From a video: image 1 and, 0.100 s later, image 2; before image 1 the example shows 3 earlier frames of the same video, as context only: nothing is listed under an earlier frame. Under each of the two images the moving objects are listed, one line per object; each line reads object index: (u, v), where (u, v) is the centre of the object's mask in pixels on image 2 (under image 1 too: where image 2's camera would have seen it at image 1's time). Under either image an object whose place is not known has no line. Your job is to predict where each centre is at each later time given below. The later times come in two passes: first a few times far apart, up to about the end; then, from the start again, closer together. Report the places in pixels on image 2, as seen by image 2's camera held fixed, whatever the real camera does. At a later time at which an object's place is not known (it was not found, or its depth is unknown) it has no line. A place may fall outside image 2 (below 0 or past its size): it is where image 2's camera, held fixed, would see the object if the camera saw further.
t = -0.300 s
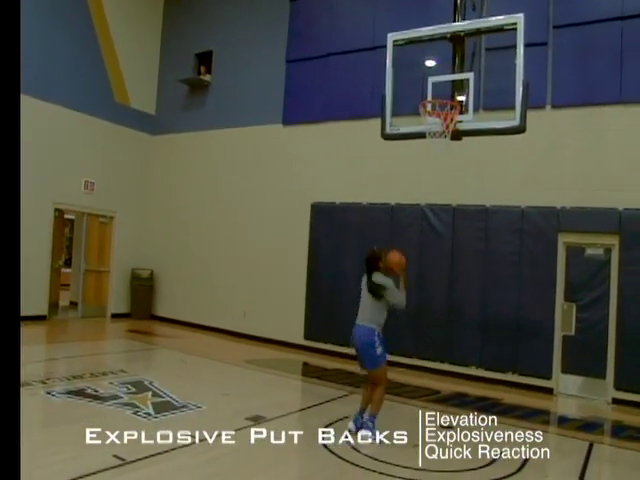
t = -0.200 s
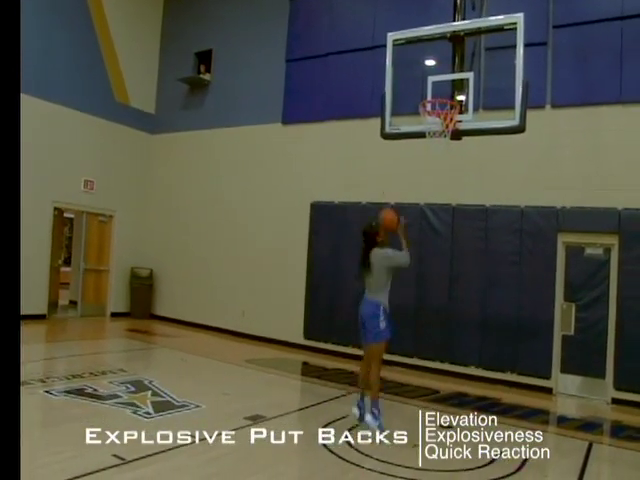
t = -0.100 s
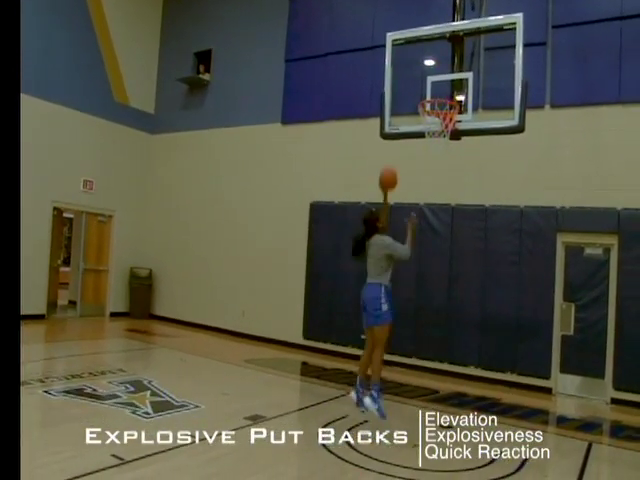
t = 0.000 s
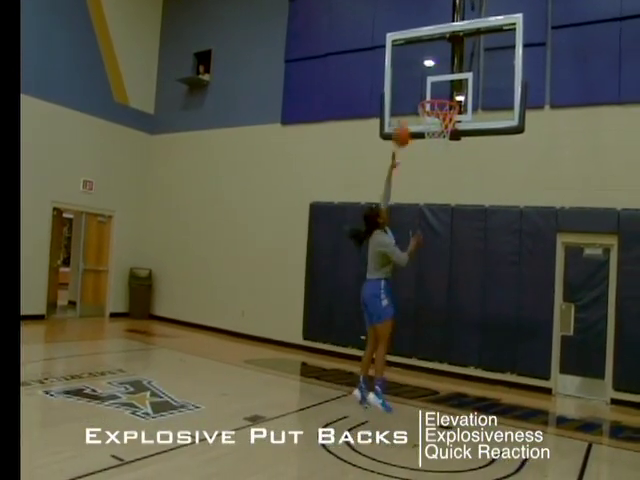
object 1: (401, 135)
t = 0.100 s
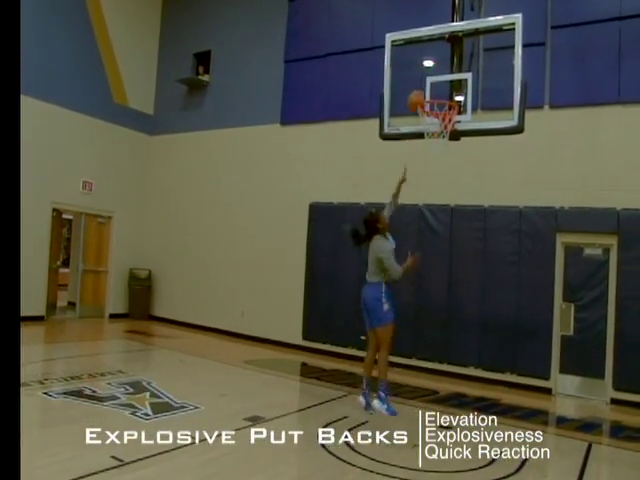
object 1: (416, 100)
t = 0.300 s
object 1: (423, 80)
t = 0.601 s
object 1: (438, 92)
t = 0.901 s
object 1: (446, 148)
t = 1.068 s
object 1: (435, 179)
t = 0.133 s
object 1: (419, 94)
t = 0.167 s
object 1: (420, 90)
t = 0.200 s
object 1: (421, 86)
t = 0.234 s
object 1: (422, 82)
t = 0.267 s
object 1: (422, 81)
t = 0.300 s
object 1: (423, 80)
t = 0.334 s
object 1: (423, 80)
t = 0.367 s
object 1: (424, 82)
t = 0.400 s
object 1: (425, 85)
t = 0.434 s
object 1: (426, 89)
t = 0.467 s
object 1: (427, 92)
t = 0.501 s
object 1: (430, 90)
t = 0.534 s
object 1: (433, 91)
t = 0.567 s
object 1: (435, 91)
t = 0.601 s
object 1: (438, 92)
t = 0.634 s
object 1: (440, 97)
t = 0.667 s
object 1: (444, 96)
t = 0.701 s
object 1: (446, 99)
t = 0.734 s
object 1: (449, 118)
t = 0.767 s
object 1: (449, 125)
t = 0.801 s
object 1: (451, 129)
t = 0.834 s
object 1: (448, 139)
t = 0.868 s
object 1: (448, 145)
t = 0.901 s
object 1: (446, 148)
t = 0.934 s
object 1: (444, 152)
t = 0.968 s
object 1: (442, 154)
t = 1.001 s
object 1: (439, 161)
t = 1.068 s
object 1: (435, 179)
